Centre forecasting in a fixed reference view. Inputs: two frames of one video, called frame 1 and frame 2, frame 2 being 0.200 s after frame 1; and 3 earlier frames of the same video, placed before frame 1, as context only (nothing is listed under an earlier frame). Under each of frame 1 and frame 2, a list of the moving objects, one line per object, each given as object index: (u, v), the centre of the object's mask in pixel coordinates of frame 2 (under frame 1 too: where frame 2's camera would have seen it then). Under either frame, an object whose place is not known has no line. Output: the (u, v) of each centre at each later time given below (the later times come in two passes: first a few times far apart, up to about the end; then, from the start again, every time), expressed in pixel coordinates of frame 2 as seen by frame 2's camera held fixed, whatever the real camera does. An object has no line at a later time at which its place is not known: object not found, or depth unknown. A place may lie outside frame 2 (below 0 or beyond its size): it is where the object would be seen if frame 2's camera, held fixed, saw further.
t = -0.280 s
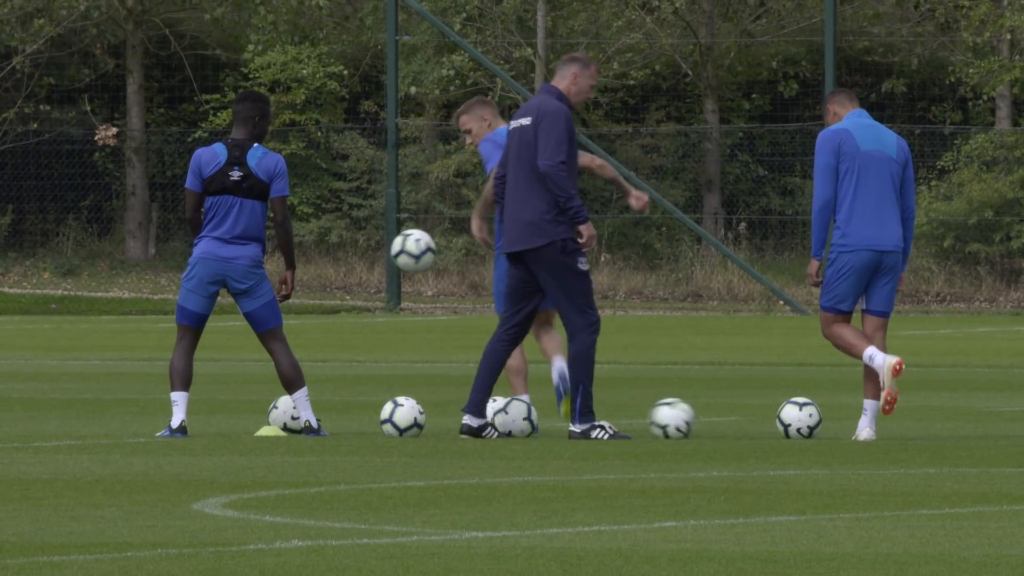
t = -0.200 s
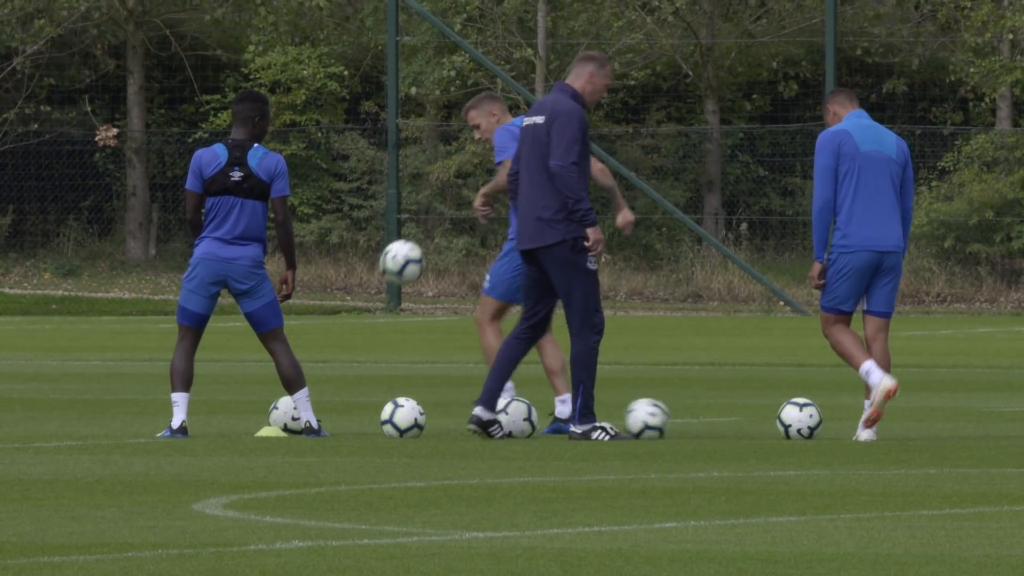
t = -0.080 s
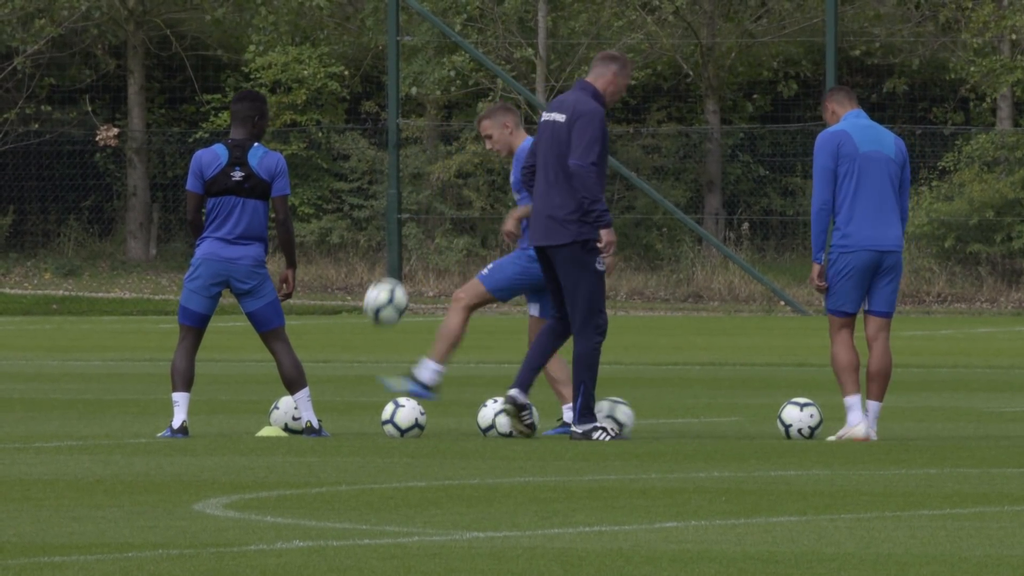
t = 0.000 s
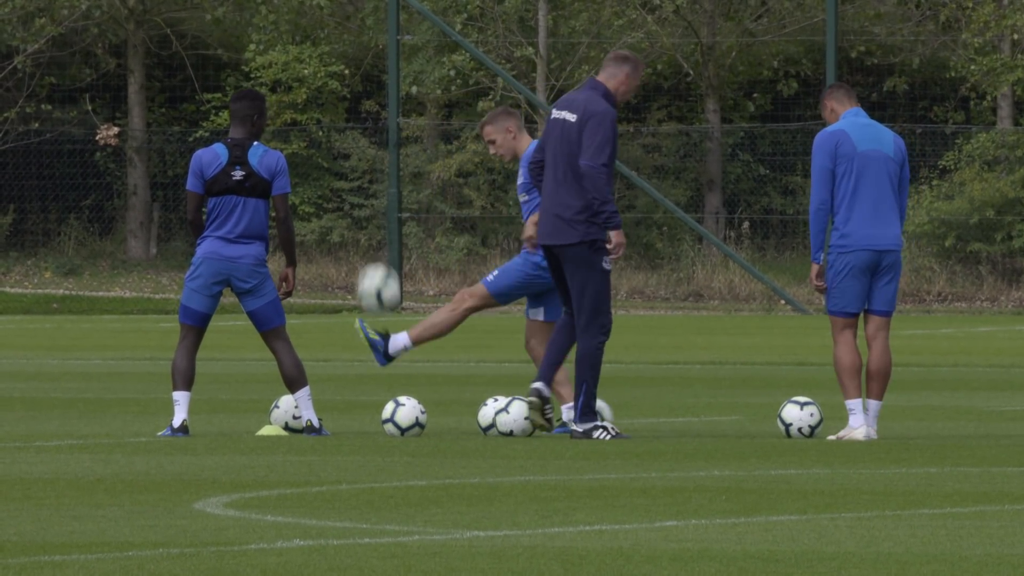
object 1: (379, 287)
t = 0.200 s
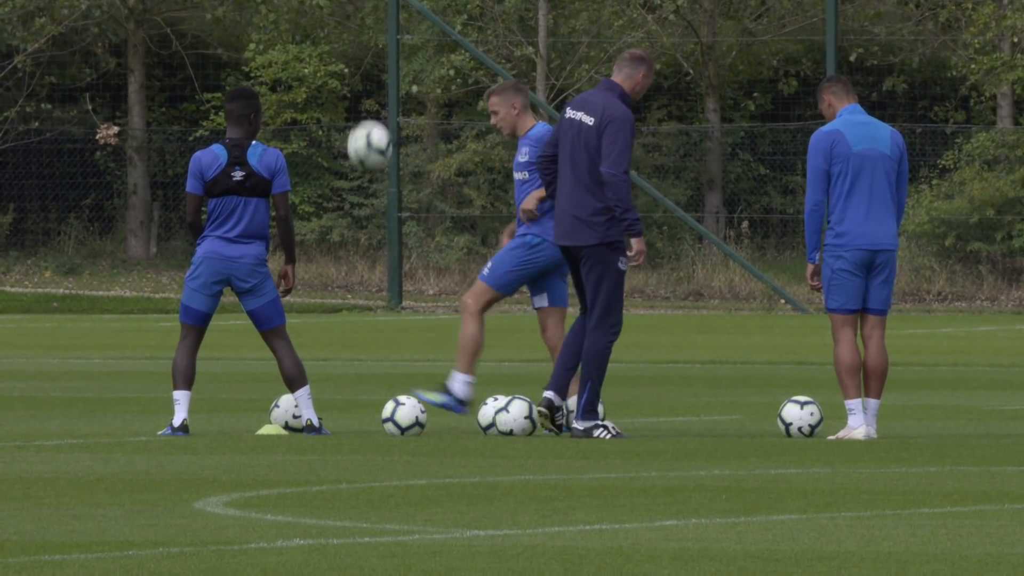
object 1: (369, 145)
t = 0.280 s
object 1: (367, 108)
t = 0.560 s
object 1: (357, 79)
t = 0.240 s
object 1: (368, 124)
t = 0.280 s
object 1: (367, 108)
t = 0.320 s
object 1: (365, 96)
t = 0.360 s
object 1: (364, 85)
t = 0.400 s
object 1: (363, 78)
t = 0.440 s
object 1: (361, 74)
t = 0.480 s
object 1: (360, 73)
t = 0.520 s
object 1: (358, 74)
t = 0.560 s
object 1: (357, 79)
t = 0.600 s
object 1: (356, 87)
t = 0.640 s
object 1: (354, 99)
